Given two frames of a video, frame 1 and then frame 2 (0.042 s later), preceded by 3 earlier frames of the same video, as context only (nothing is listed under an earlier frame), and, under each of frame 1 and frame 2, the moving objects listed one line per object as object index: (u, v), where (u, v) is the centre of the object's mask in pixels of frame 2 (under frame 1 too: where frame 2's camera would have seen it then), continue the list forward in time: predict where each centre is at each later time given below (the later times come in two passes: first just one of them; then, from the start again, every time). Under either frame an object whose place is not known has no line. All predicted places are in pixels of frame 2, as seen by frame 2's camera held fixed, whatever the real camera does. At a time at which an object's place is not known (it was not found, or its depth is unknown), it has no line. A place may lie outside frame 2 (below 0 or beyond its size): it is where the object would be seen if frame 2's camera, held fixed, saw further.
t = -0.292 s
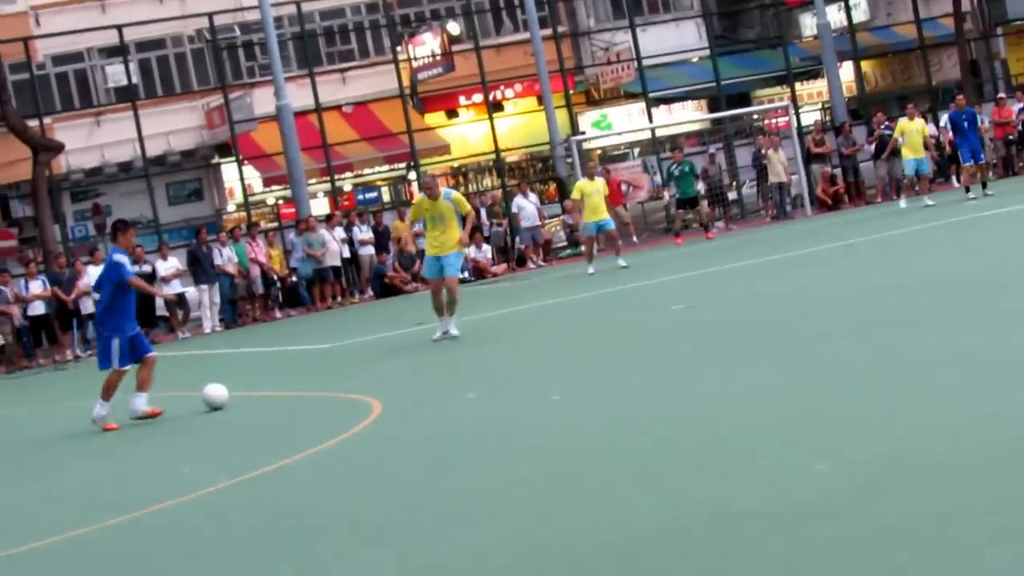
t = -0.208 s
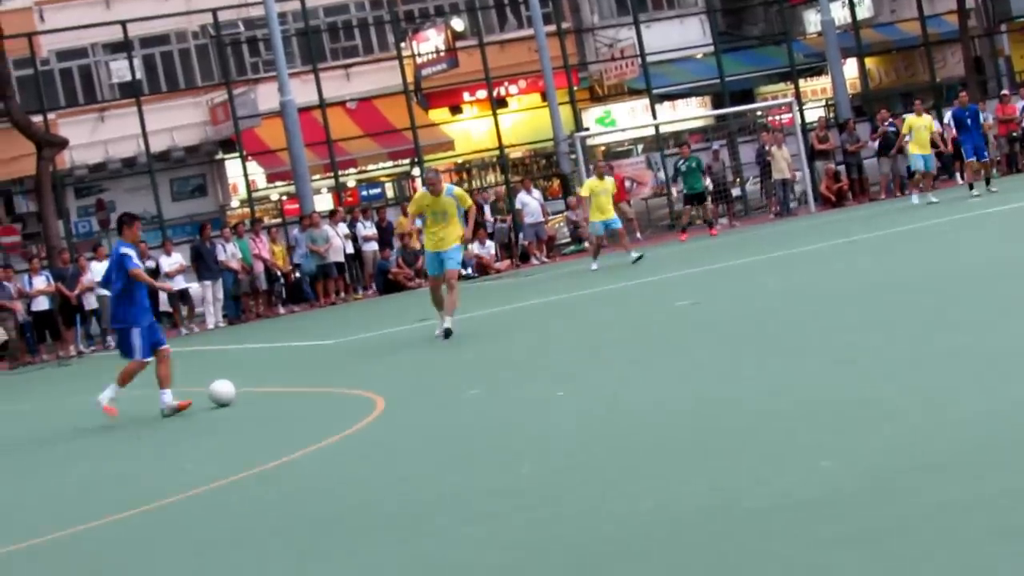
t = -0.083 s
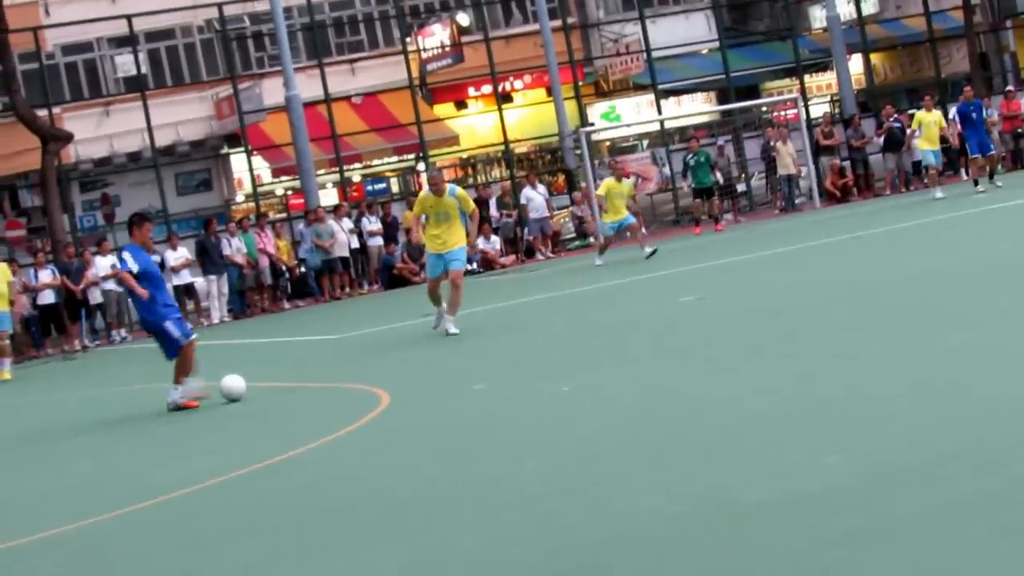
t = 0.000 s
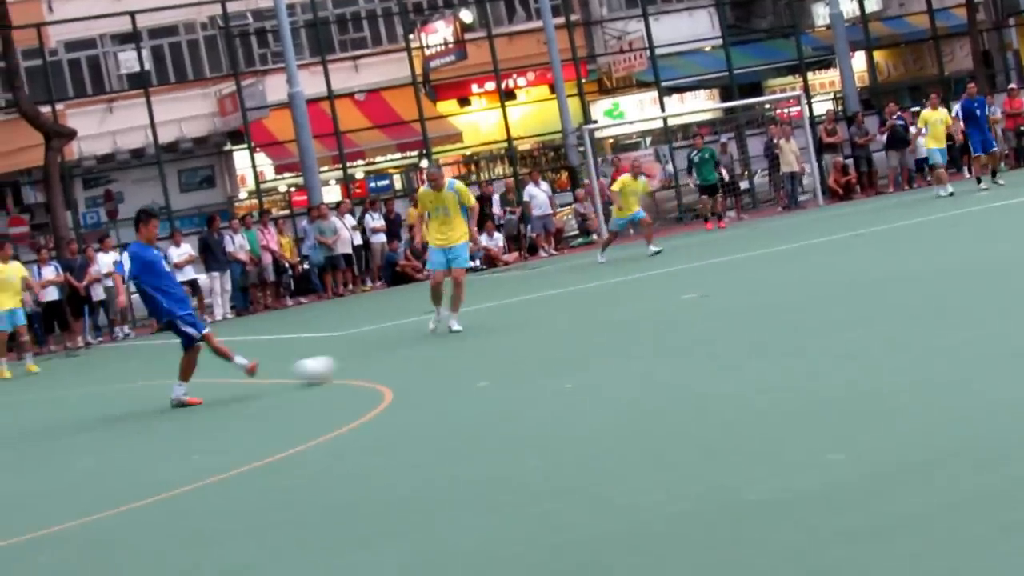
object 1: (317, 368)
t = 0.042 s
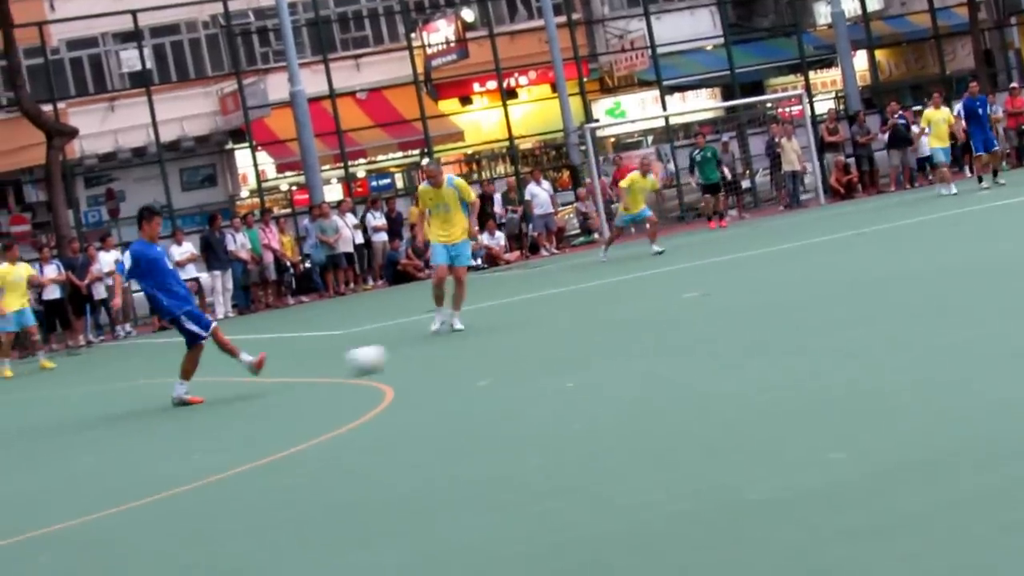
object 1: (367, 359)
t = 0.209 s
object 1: (552, 325)
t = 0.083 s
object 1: (415, 350)
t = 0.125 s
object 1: (463, 342)
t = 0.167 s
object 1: (508, 334)
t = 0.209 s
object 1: (552, 325)
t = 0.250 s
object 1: (594, 318)
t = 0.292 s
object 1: (635, 310)
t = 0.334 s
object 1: (672, 302)
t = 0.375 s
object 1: (700, 297)
